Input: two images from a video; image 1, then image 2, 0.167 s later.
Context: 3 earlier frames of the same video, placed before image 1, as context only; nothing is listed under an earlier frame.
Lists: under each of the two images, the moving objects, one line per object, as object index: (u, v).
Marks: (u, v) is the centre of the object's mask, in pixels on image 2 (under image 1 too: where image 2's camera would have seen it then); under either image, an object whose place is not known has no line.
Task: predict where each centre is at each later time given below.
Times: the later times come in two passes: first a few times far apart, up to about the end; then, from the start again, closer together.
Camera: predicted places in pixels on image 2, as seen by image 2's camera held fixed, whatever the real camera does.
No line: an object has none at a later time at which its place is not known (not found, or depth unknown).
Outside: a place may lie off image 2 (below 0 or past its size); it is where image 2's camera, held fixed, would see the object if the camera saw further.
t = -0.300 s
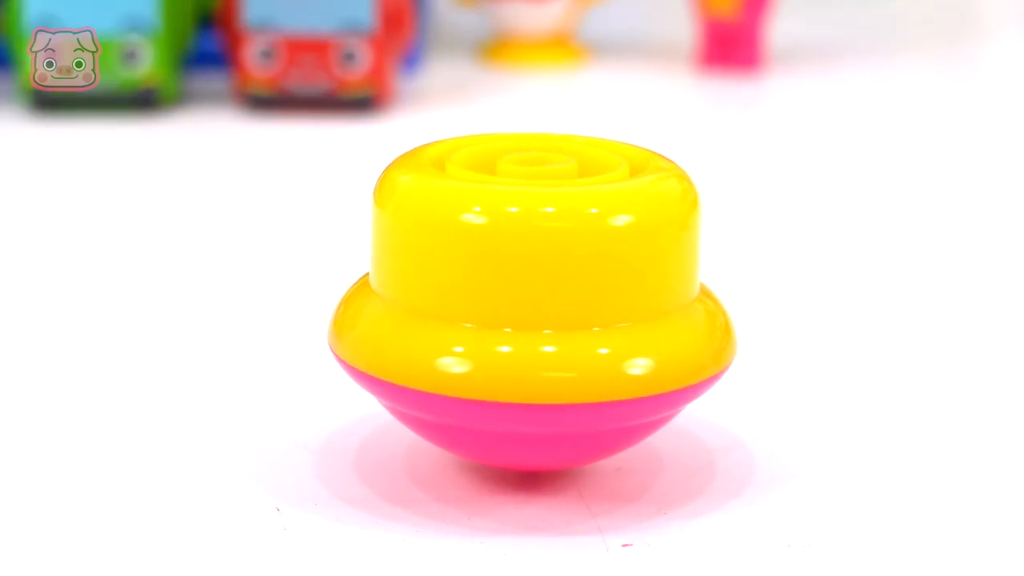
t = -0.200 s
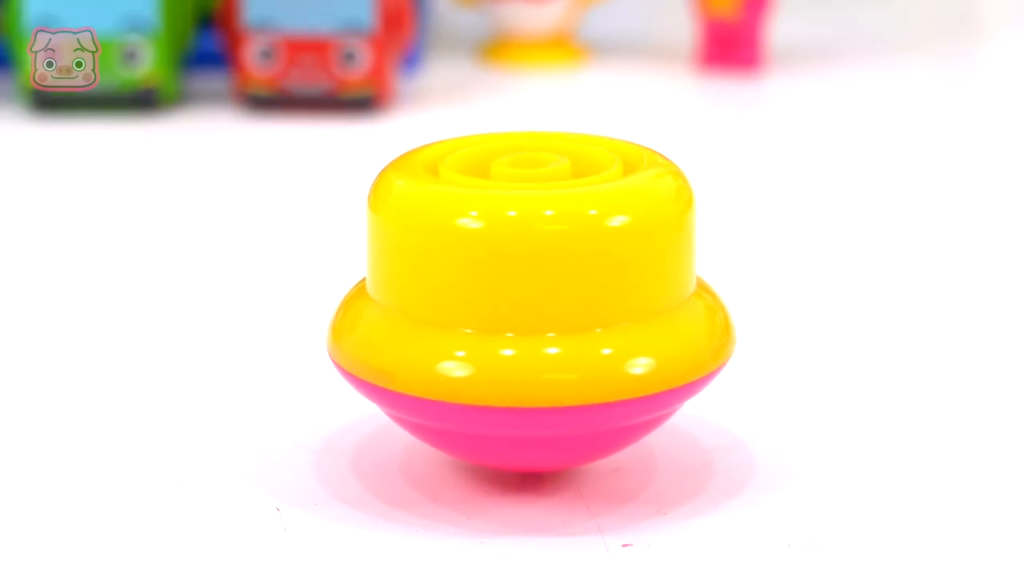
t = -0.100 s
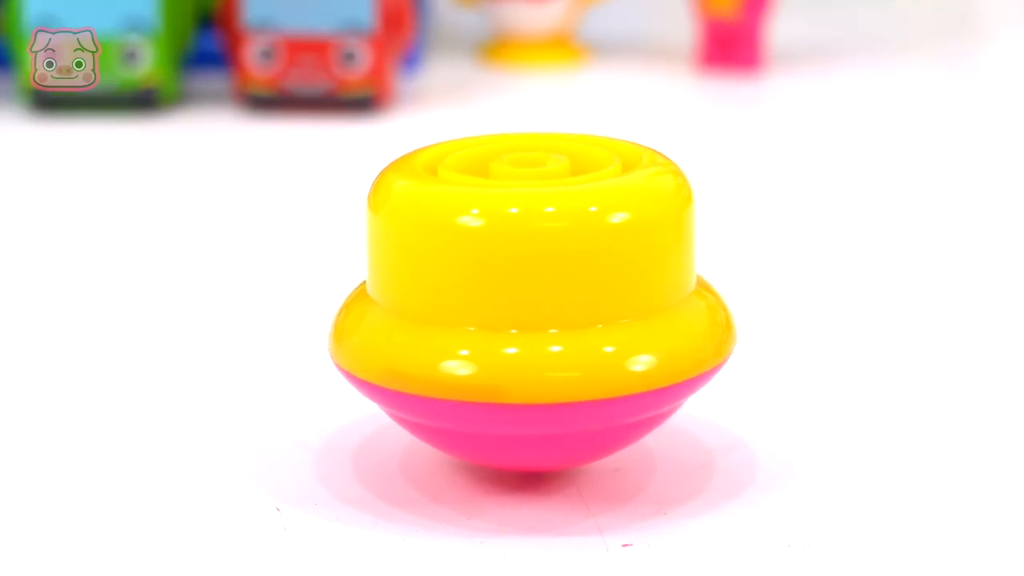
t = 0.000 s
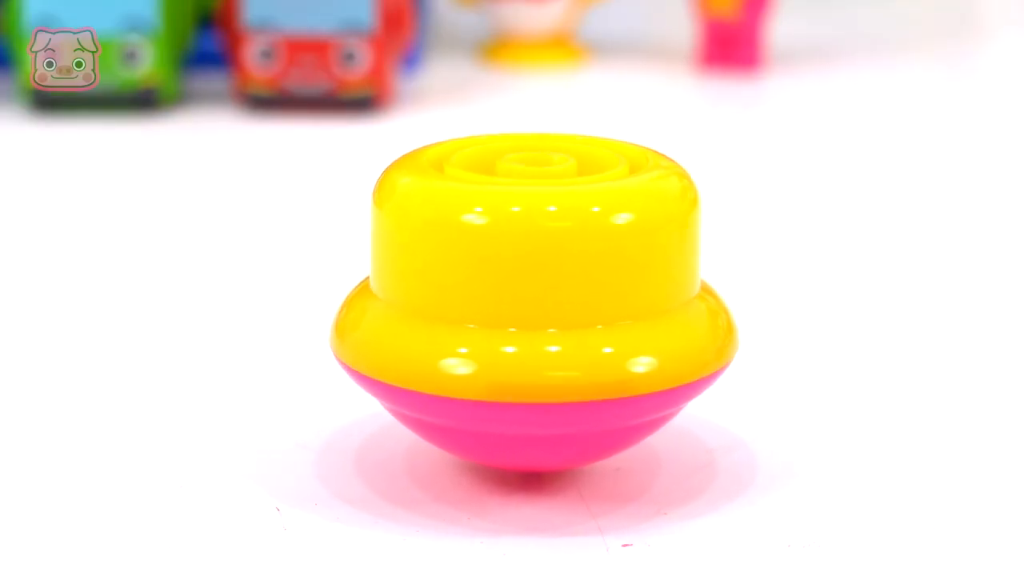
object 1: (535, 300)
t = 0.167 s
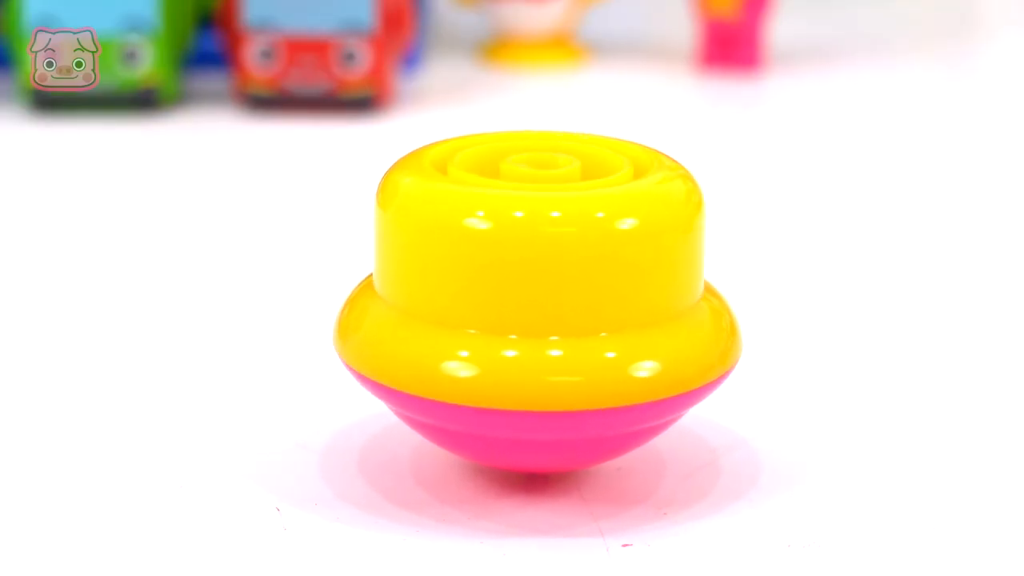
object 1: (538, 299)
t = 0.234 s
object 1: (534, 300)
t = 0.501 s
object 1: (558, 303)
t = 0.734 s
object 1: (533, 332)
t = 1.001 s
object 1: (505, 339)
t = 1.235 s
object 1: (477, 320)
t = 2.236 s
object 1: (537, 317)
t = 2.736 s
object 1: (512, 327)
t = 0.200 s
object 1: (537, 299)
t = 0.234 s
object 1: (534, 300)
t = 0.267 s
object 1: (534, 301)
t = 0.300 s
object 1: (535, 302)
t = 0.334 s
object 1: (534, 302)
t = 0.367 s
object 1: (535, 302)
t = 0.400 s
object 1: (540, 302)
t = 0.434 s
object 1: (545, 302)
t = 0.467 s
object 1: (549, 302)
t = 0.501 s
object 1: (558, 303)
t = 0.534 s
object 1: (564, 308)
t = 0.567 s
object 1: (562, 314)
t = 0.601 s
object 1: (556, 323)
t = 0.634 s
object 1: (553, 325)
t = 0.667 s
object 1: (544, 327)
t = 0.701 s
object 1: (538, 328)
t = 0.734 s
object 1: (533, 332)
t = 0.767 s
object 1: (529, 335)
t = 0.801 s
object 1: (525, 338)
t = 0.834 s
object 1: (526, 340)
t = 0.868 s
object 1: (523, 340)
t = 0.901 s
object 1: (515, 339)
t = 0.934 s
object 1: (510, 339)
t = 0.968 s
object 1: (509, 339)
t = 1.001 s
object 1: (505, 339)
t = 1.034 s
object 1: (496, 337)
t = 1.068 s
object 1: (489, 338)
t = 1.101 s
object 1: (486, 338)
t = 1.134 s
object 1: (484, 335)
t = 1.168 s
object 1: (480, 331)
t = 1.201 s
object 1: (477, 325)
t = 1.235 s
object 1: (477, 320)
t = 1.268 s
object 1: (478, 317)
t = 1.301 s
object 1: (478, 315)
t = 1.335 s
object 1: (483, 311)
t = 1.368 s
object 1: (491, 306)
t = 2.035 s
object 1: (550, 336)
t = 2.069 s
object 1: (541, 332)
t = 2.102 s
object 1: (537, 328)
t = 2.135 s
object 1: (534, 324)
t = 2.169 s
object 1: (534, 321)
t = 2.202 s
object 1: (535, 319)
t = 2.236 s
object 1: (537, 317)
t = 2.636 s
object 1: (526, 339)
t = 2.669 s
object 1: (518, 338)
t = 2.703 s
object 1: (513, 331)
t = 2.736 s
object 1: (512, 327)
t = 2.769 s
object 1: (514, 321)
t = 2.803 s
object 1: (518, 317)
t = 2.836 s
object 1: (523, 315)
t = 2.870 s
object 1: (527, 313)
